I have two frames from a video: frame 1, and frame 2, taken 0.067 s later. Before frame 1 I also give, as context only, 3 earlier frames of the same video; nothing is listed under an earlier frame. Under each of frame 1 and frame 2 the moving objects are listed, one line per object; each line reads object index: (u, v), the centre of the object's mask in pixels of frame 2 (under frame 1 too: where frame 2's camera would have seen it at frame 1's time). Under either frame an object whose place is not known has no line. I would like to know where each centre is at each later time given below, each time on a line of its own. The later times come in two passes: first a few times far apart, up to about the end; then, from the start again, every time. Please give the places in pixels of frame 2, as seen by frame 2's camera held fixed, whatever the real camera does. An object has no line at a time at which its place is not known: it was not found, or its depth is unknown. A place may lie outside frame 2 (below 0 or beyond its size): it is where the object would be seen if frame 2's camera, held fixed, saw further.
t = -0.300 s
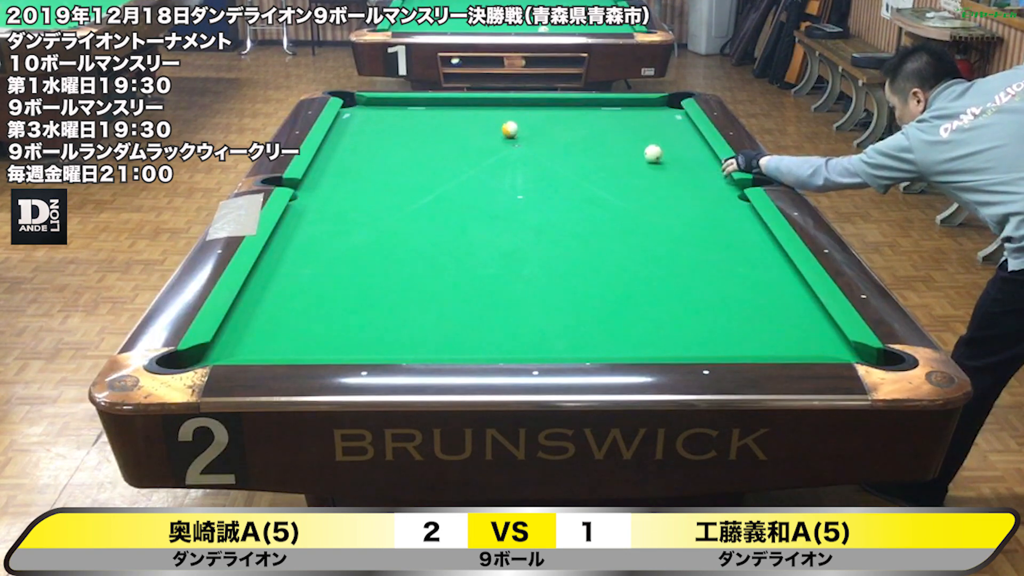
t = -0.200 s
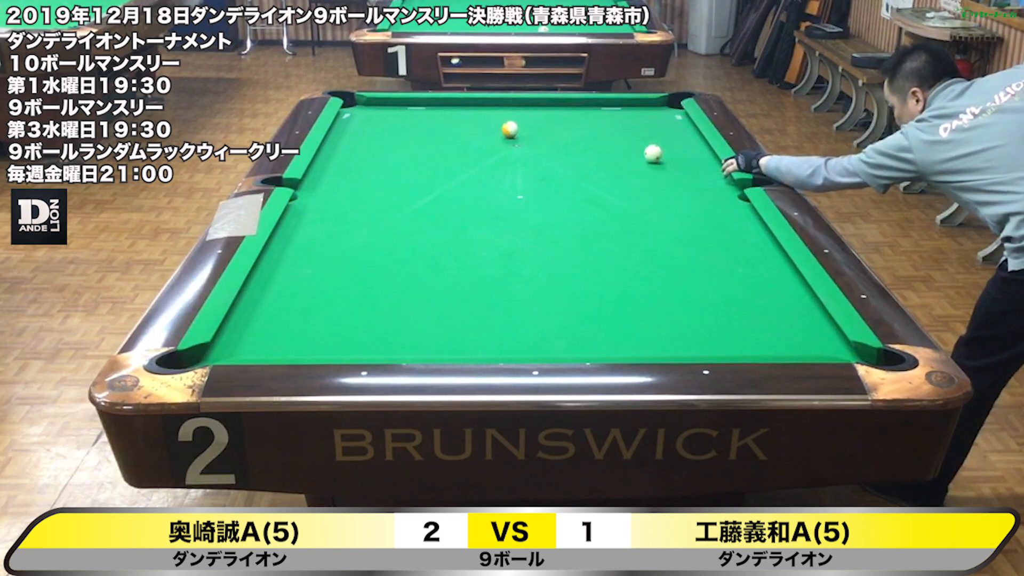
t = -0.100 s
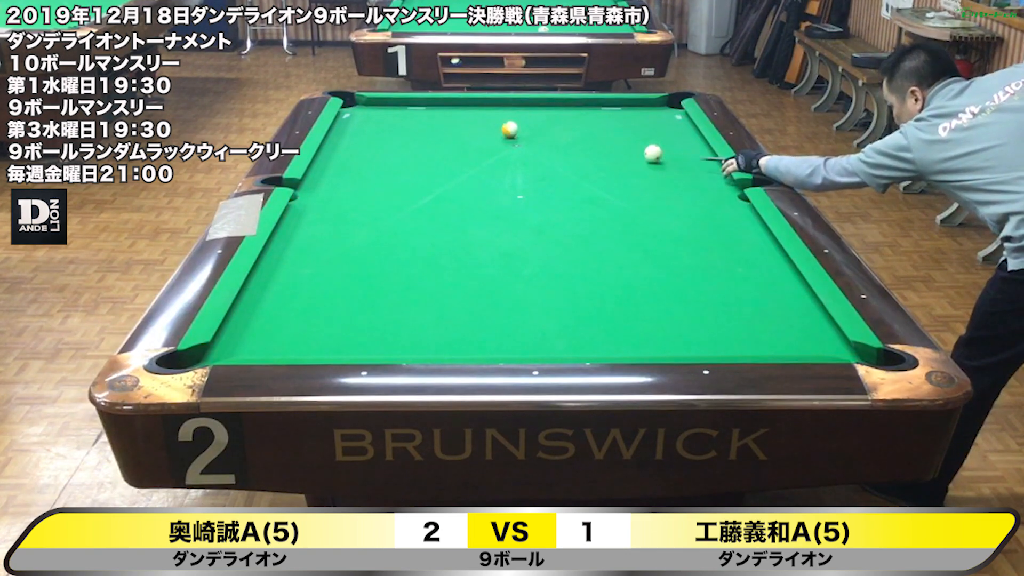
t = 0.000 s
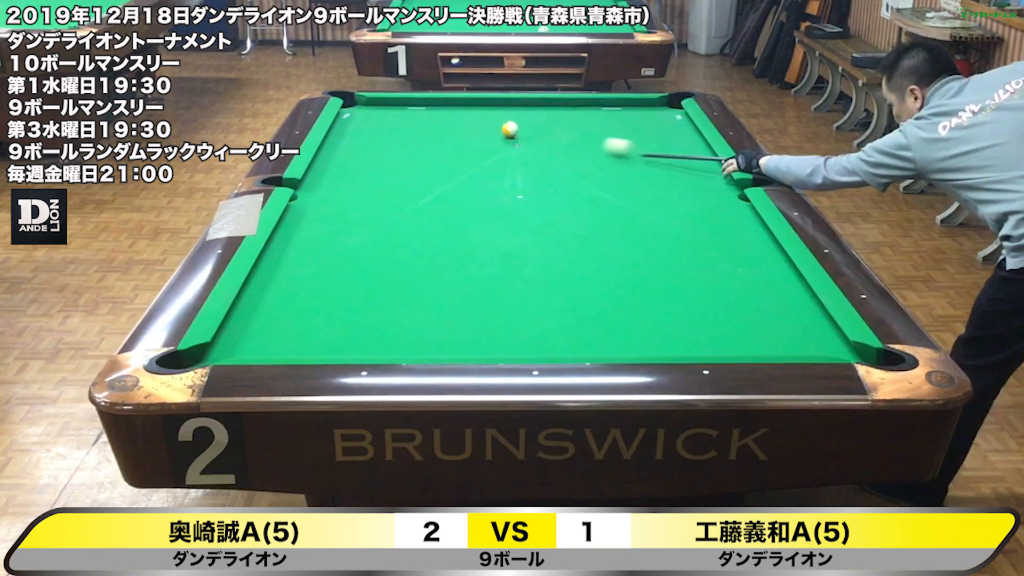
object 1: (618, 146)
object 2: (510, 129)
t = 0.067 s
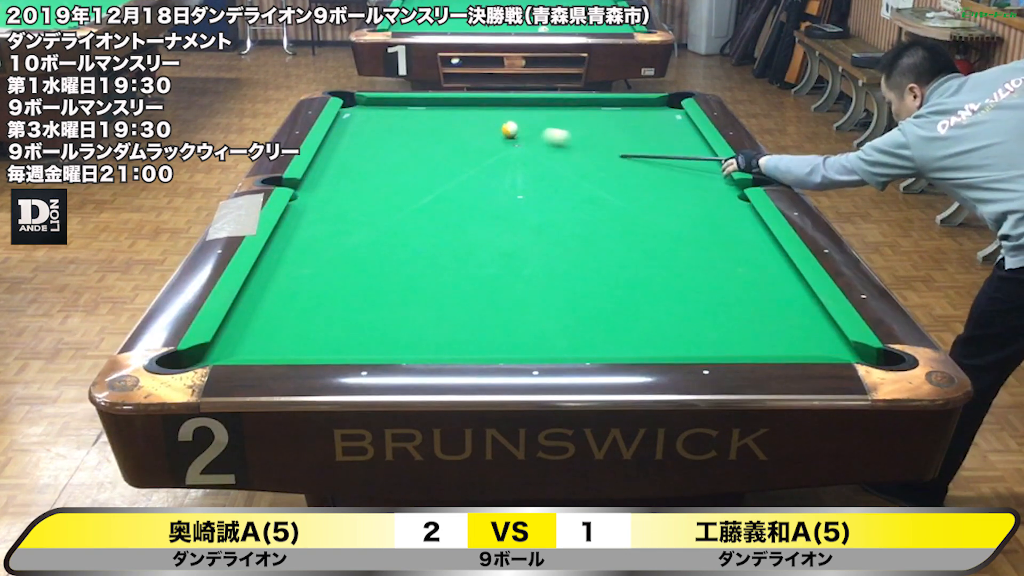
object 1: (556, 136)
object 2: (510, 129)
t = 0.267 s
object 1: (519, 132)
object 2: (401, 109)
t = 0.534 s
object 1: (512, 132)
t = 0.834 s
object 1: (507, 132)
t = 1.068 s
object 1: (505, 132)
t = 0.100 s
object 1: (529, 132)
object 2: (509, 129)
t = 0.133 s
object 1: (522, 132)
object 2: (490, 125)
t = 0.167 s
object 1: (521, 132)
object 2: (466, 121)
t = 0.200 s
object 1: (520, 132)
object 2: (442, 116)
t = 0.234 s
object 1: (519, 132)
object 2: (421, 113)
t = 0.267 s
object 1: (519, 132)
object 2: (401, 109)
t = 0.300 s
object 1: (518, 132)
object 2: (381, 106)
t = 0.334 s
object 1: (517, 132)
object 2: (363, 103)
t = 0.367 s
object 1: (516, 132)
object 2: (347, 99)
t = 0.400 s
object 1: (515, 132)
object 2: (334, 95)
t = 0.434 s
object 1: (514, 132)
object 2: (344, 105)
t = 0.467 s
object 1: (514, 132)
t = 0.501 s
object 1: (513, 132)
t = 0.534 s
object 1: (512, 132)
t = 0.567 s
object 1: (512, 132)
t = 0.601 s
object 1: (511, 132)
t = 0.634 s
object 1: (510, 132)
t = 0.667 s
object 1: (510, 132)
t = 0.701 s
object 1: (509, 132)
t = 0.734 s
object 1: (509, 132)
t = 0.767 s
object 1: (508, 132)
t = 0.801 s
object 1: (508, 132)
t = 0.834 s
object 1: (507, 132)
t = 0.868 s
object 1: (507, 132)
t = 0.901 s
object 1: (506, 132)
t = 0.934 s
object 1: (506, 132)
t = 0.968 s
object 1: (506, 132)
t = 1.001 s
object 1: (505, 132)
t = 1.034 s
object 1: (505, 132)
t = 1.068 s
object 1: (505, 132)
